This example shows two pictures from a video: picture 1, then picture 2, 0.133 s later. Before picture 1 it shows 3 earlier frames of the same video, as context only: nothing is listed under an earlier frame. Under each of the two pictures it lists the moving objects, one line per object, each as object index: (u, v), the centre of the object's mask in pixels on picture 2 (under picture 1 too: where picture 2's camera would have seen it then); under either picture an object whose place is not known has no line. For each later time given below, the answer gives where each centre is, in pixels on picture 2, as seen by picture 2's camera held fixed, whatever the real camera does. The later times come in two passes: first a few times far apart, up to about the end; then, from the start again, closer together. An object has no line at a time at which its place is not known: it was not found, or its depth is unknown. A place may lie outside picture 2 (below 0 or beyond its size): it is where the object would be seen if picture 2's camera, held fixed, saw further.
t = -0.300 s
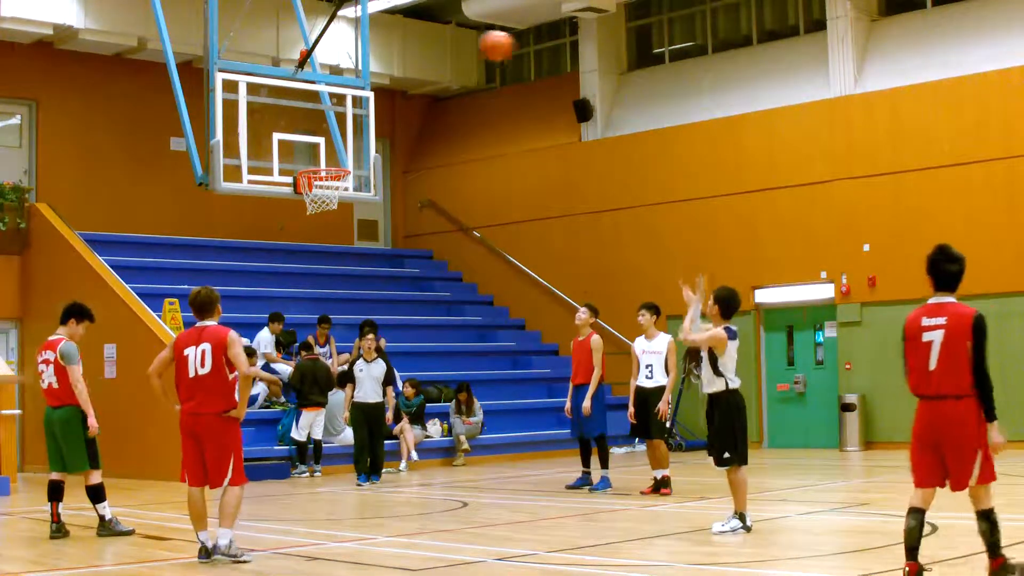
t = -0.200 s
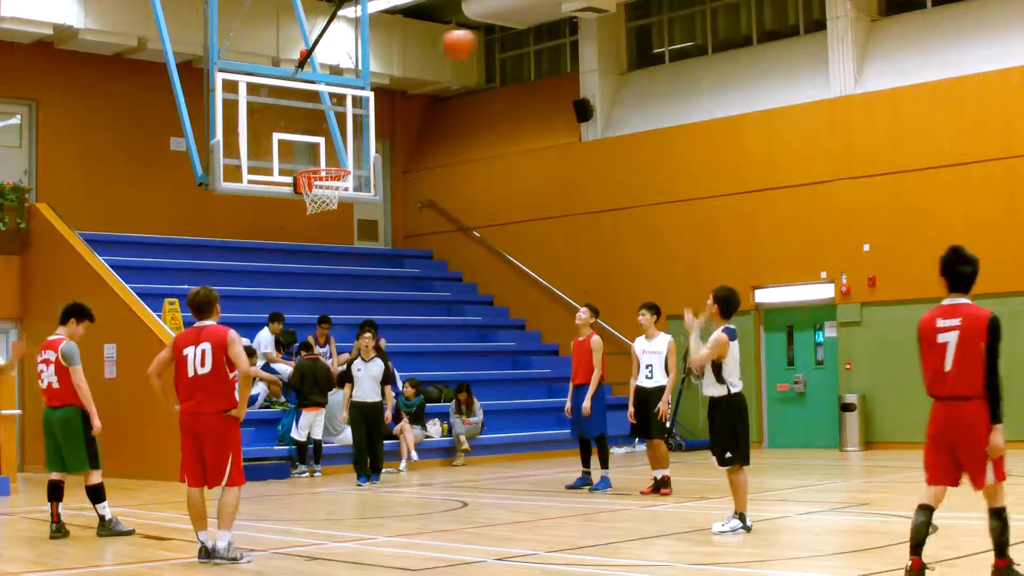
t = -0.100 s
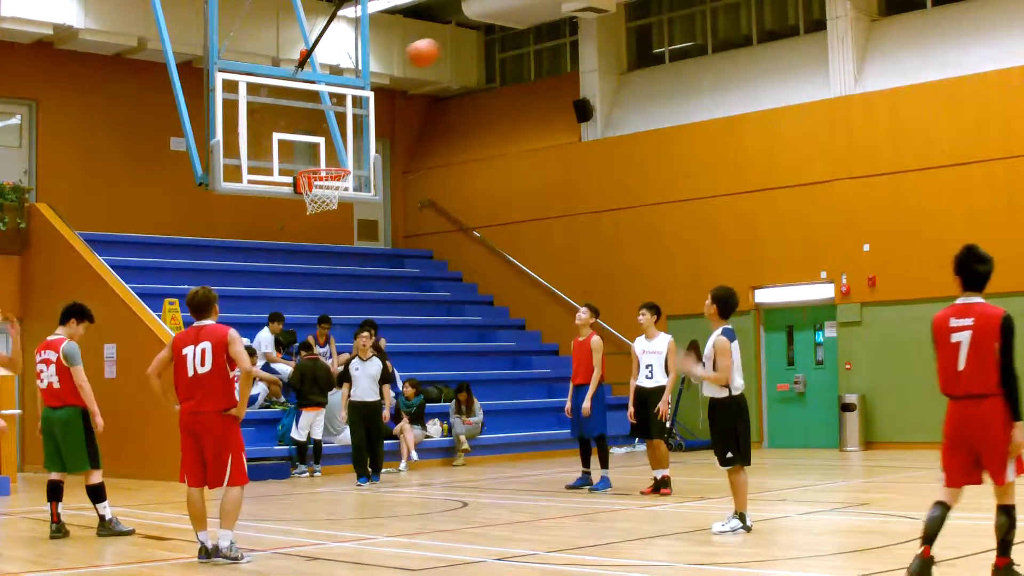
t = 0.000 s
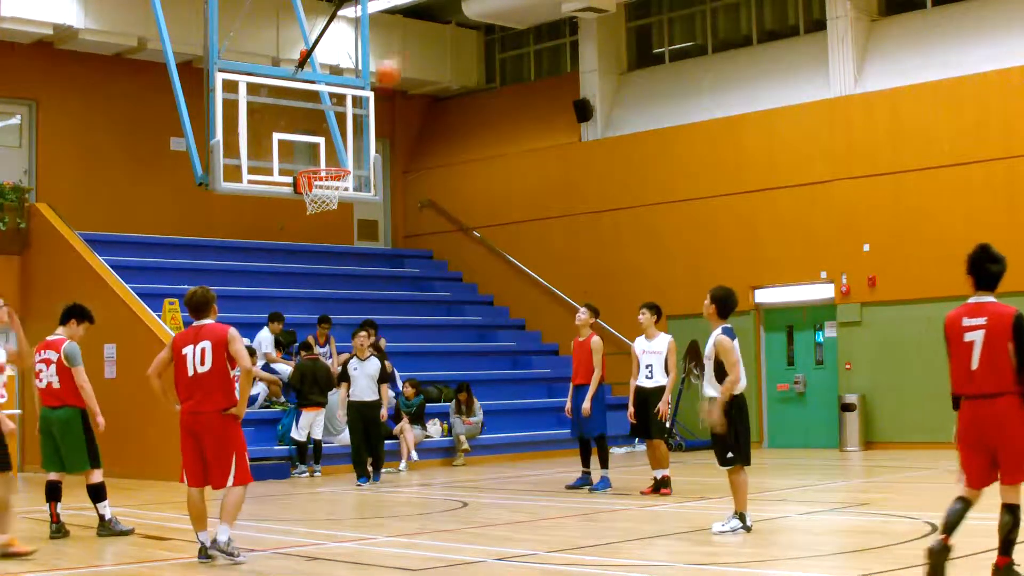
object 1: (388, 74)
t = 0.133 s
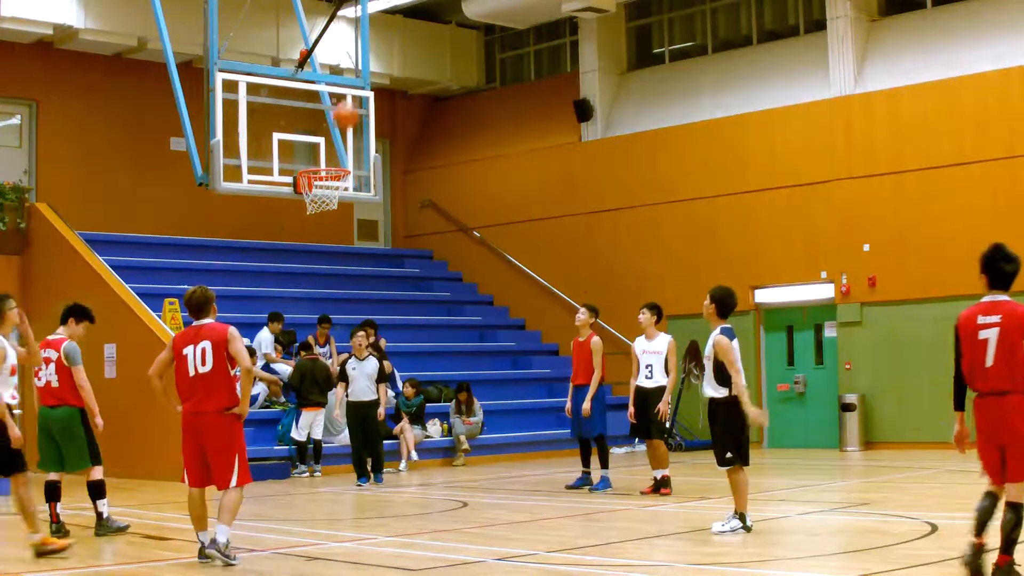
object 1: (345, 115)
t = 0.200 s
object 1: (325, 139)
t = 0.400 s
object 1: (332, 105)
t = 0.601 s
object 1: (364, 58)
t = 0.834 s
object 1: (401, 55)
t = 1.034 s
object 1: (437, 101)
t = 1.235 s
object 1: (475, 188)
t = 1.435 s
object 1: (517, 342)
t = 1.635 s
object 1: (553, 481)
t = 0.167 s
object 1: (335, 128)
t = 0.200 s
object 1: (325, 139)
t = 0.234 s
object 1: (312, 157)
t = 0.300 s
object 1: (319, 140)
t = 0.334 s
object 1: (321, 126)
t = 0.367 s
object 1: (326, 116)
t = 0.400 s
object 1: (332, 105)
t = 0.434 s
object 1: (337, 94)
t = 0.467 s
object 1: (343, 83)
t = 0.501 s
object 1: (347, 77)
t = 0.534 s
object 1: (353, 70)
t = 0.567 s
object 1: (358, 64)
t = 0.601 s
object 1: (364, 58)
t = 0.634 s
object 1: (370, 54)
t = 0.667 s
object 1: (374, 51)
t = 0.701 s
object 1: (380, 49)
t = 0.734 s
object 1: (386, 49)
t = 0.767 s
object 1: (391, 50)
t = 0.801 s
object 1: (396, 52)
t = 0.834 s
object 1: (401, 55)
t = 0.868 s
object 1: (407, 59)
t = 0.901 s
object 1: (414, 64)
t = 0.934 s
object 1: (421, 71)
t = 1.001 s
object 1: (430, 89)
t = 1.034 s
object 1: (437, 101)
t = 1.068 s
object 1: (444, 113)
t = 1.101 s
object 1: (450, 125)
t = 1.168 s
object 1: (462, 154)
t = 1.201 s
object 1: (468, 170)
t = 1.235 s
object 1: (475, 188)
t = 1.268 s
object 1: (483, 208)
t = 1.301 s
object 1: (490, 234)
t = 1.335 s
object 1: (497, 261)
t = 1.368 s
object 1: (504, 285)
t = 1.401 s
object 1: (511, 312)
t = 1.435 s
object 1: (517, 342)
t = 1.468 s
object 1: (524, 372)
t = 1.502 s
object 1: (531, 402)
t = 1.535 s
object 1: (538, 432)
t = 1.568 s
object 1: (546, 469)
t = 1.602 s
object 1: (553, 501)
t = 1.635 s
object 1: (553, 481)
